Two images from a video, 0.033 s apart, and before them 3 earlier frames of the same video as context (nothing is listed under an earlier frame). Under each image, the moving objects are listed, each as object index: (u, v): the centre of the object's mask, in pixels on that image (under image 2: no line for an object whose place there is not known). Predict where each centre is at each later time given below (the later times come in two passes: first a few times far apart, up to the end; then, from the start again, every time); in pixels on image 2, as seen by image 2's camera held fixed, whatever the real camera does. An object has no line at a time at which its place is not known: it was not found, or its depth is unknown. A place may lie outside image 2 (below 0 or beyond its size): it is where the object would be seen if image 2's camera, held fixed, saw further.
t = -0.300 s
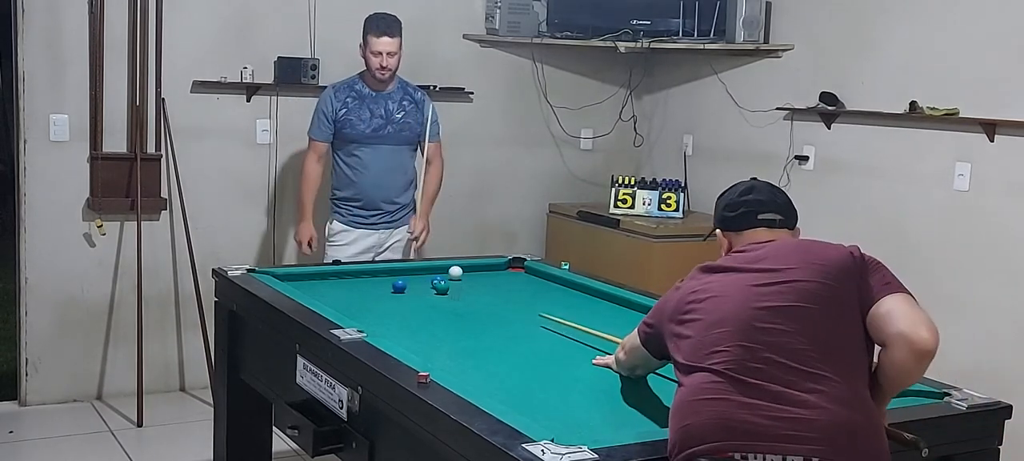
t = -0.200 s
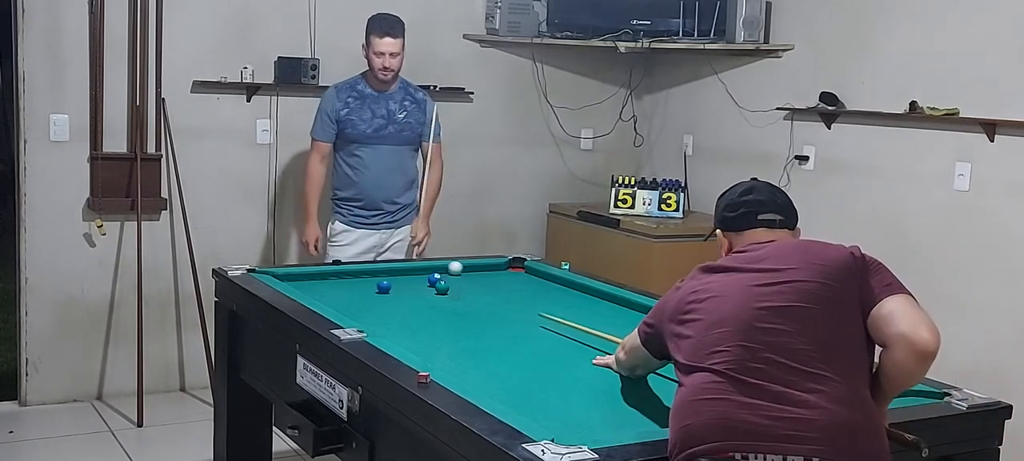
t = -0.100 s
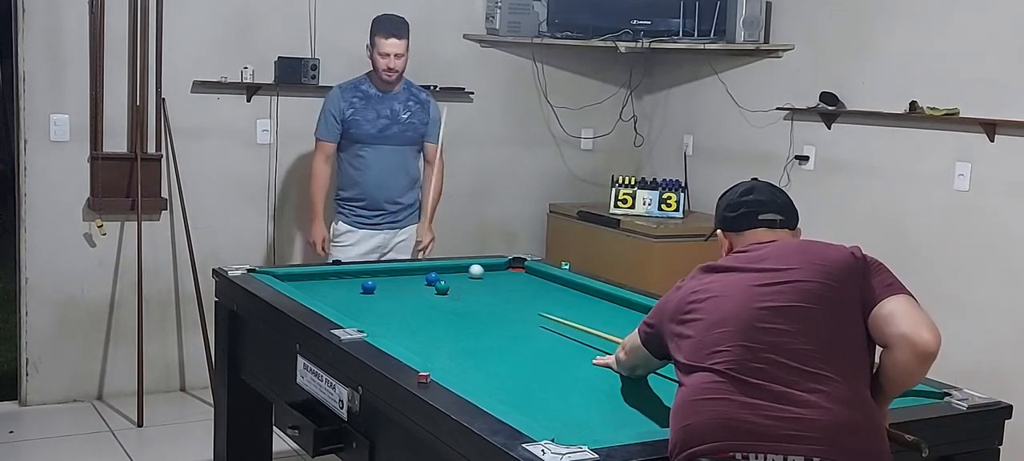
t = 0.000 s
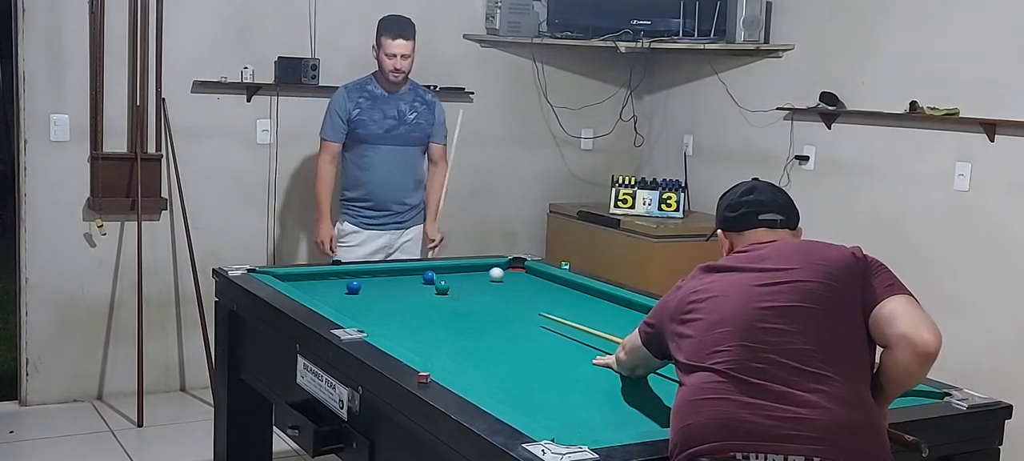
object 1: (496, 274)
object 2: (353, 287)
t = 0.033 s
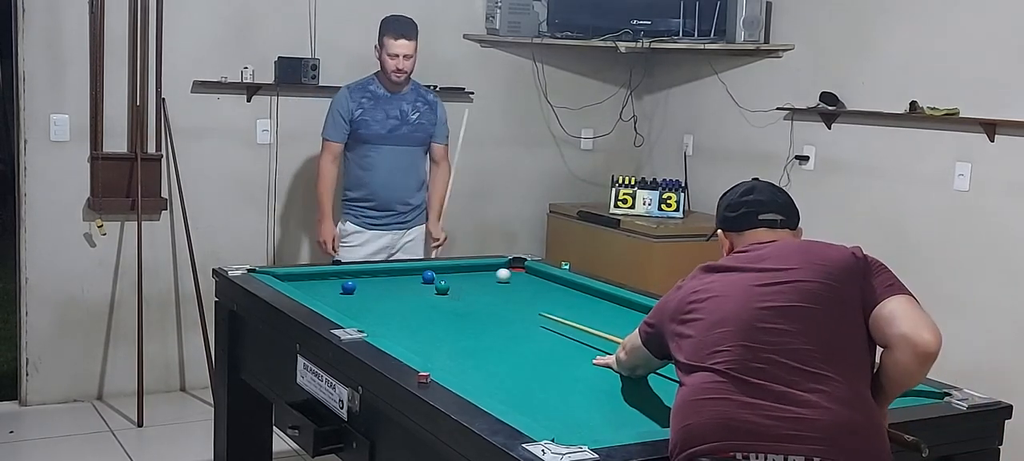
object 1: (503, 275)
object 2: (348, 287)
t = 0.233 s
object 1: (545, 281)
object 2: (319, 288)
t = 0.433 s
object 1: (579, 288)
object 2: (296, 286)
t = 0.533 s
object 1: (581, 291)
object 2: (303, 287)
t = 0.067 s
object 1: (510, 276)
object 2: (343, 288)
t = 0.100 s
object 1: (517, 277)
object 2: (338, 288)
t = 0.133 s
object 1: (524, 278)
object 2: (333, 288)
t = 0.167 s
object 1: (531, 279)
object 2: (328, 287)
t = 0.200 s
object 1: (537, 280)
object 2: (324, 288)
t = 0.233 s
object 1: (545, 281)
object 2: (319, 288)
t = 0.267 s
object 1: (552, 282)
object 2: (314, 288)
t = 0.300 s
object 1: (559, 283)
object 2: (309, 288)
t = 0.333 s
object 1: (566, 285)
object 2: (305, 288)
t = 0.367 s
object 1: (573, 286)
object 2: (300, 287)
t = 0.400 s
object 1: (578, 287)
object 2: (297, 286)
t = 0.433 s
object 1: (579, 288)
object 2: (296, 286)
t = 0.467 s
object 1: (579, 289)
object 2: (297, 286)
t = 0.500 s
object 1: (580, 290)
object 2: (300, 286)
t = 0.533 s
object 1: (581, 291)
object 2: (303, 287)
